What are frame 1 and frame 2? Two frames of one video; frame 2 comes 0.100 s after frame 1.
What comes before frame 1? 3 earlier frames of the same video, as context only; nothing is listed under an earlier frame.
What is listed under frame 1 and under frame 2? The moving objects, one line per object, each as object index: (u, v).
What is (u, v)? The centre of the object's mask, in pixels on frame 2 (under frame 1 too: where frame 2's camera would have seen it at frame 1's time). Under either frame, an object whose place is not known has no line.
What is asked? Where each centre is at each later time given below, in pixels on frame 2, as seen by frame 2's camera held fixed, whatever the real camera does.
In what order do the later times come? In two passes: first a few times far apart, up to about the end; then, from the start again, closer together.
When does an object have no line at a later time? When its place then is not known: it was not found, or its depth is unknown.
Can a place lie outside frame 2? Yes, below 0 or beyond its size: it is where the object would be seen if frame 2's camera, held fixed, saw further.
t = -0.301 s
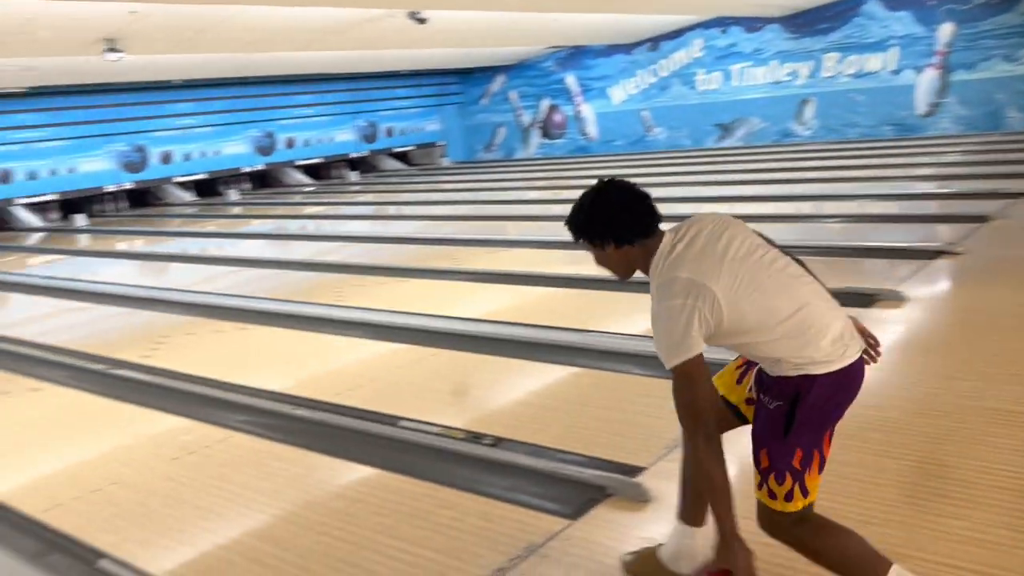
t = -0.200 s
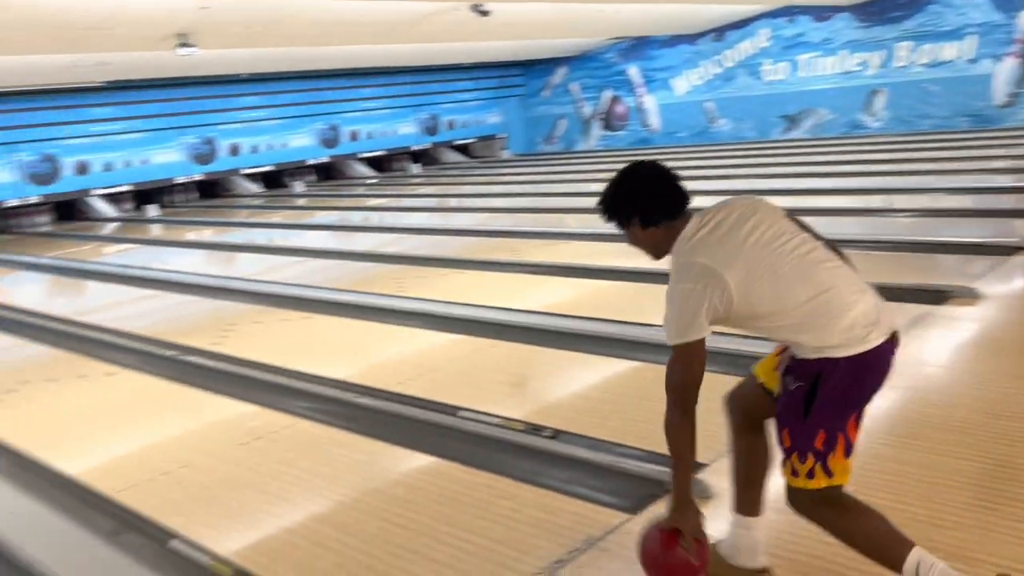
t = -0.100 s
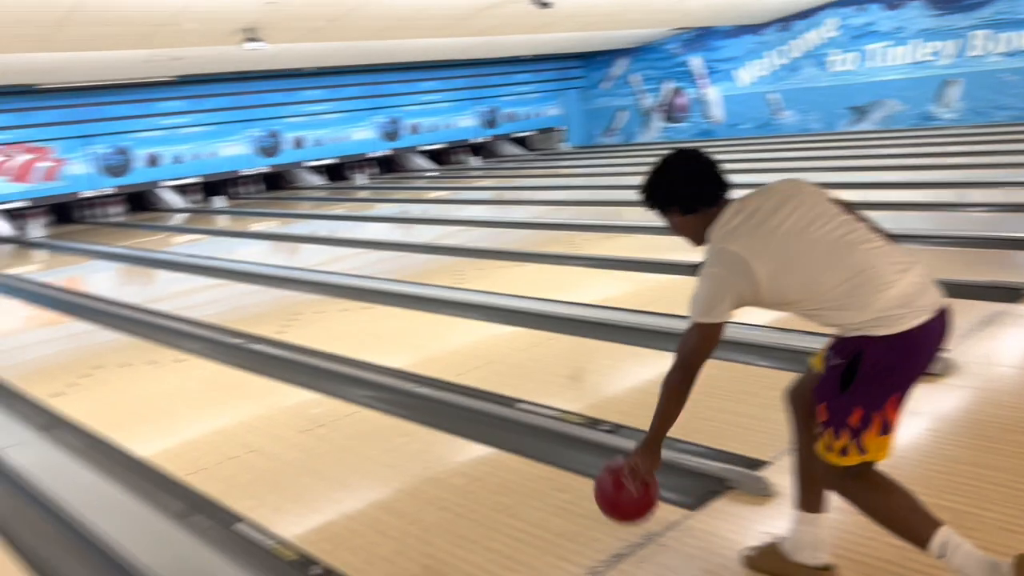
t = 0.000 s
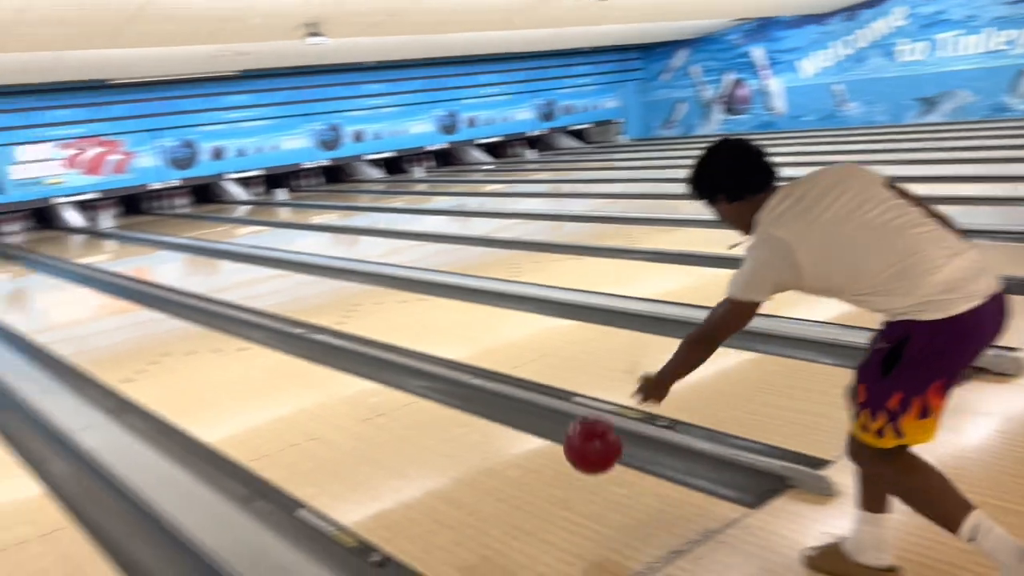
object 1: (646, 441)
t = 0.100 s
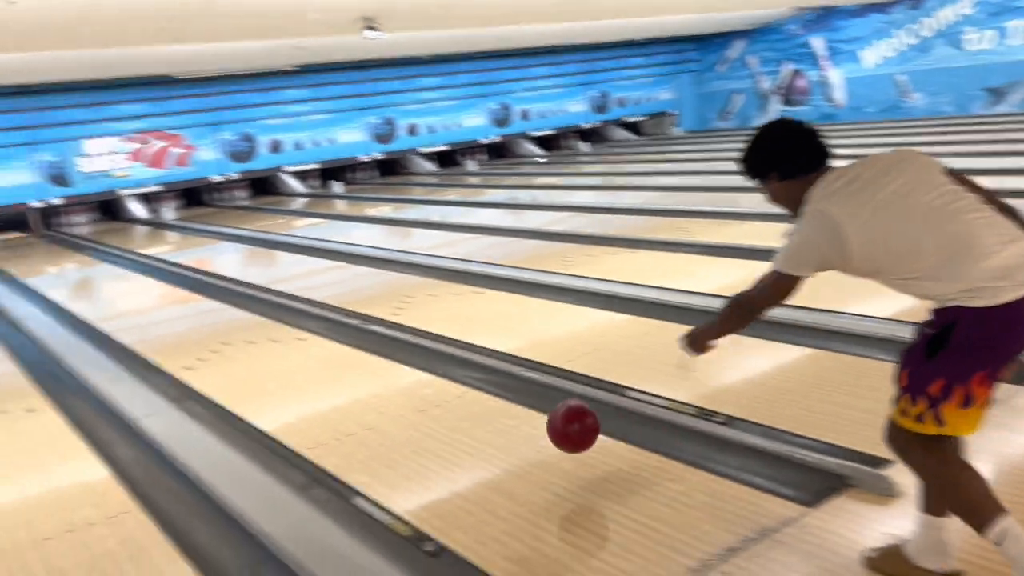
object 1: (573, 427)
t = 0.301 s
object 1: (464, 409)
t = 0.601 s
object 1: (353, 363)
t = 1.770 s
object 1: (159, 284)
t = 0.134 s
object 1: (552, 428)
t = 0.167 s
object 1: (533, 432)
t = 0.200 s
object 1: (515, 430)
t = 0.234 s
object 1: (497, 423)
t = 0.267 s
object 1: (480, 416)
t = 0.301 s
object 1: (464, 409)
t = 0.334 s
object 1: (450, 403)
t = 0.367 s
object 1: (435, 397)
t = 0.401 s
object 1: (421, 392)
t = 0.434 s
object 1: (408, 387)
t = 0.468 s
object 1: (396, 382)
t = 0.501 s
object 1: (385, 377)
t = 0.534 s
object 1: (374, 372)
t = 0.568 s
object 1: (363, 368)
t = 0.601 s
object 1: (353, 363)
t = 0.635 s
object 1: (343, 359)
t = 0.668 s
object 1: (334, 356)
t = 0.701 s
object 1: (325, 352)
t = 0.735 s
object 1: (317, 349)
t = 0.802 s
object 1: (301, 343)
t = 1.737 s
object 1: (162, 285)
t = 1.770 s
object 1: (159, 284)
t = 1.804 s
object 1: (156, 283)
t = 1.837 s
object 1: (153, 282)
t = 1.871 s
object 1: (150, 280)
